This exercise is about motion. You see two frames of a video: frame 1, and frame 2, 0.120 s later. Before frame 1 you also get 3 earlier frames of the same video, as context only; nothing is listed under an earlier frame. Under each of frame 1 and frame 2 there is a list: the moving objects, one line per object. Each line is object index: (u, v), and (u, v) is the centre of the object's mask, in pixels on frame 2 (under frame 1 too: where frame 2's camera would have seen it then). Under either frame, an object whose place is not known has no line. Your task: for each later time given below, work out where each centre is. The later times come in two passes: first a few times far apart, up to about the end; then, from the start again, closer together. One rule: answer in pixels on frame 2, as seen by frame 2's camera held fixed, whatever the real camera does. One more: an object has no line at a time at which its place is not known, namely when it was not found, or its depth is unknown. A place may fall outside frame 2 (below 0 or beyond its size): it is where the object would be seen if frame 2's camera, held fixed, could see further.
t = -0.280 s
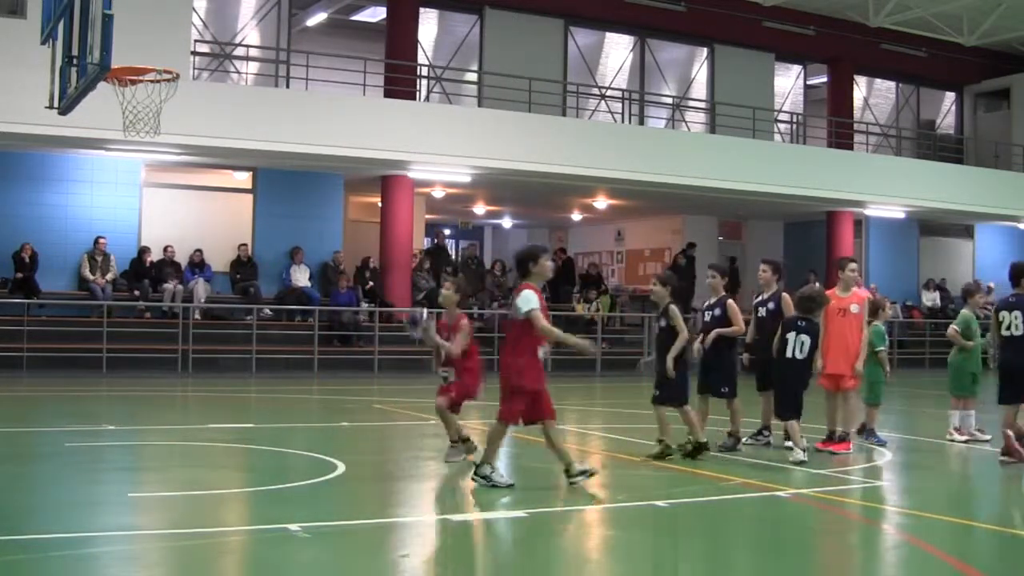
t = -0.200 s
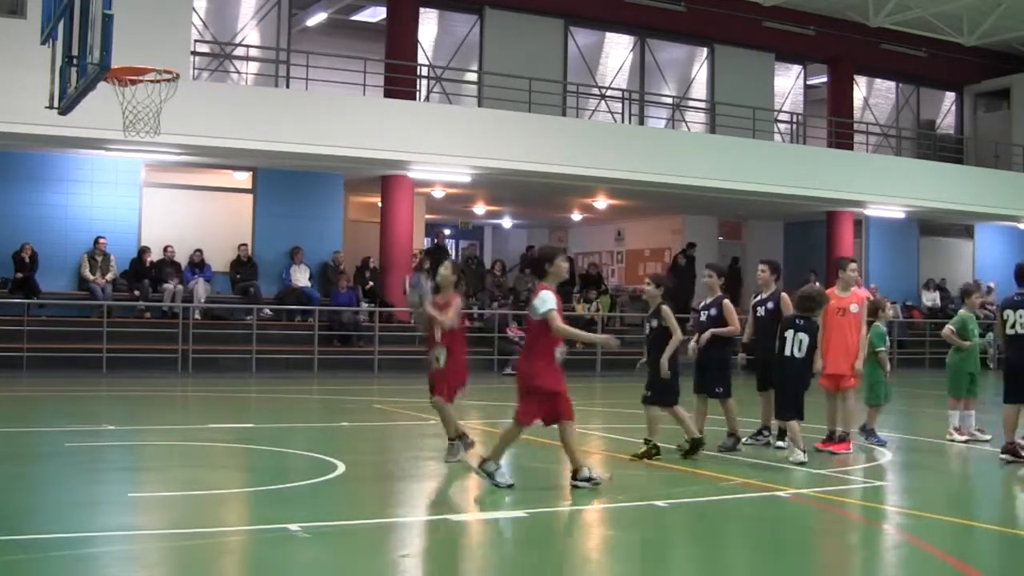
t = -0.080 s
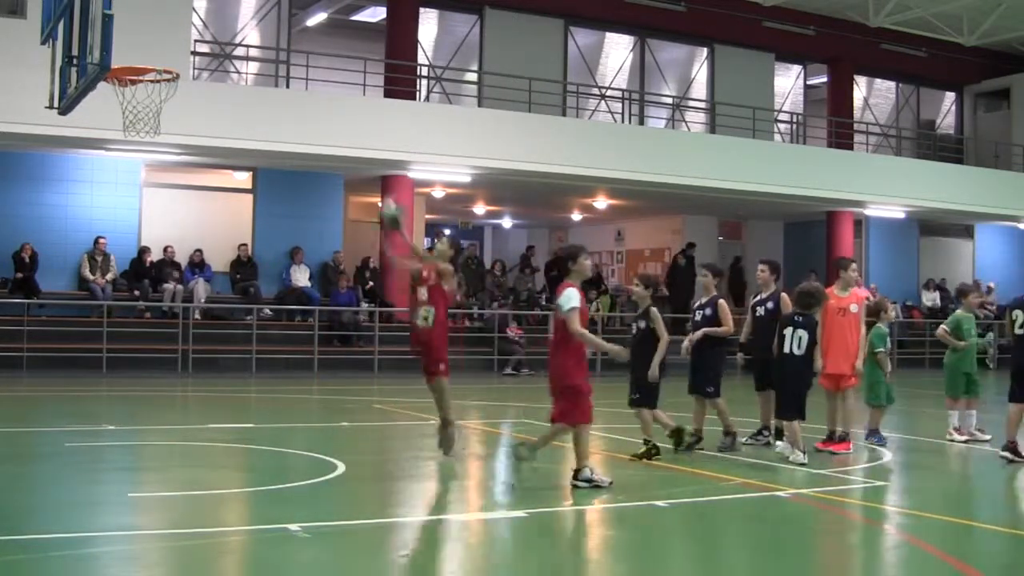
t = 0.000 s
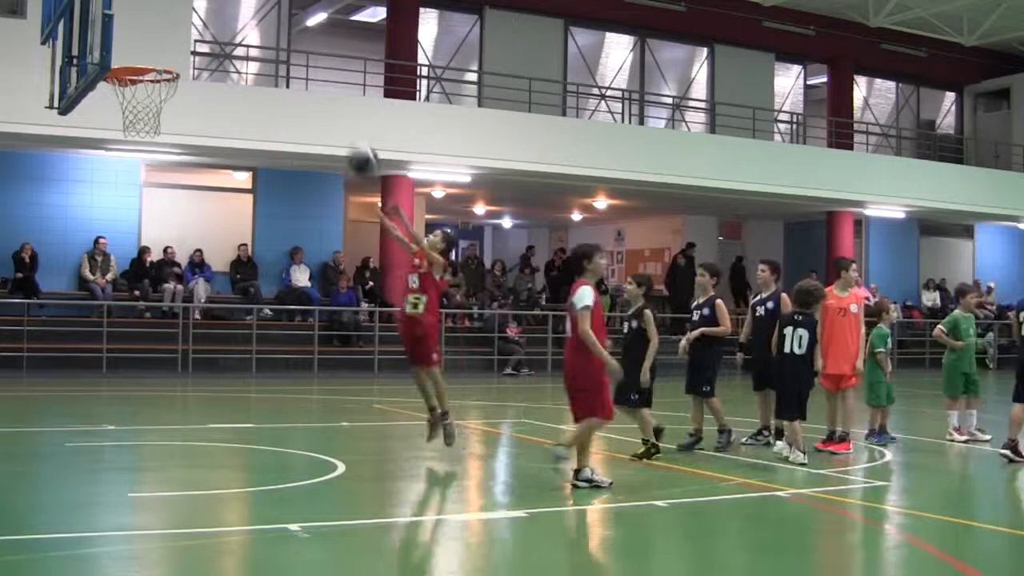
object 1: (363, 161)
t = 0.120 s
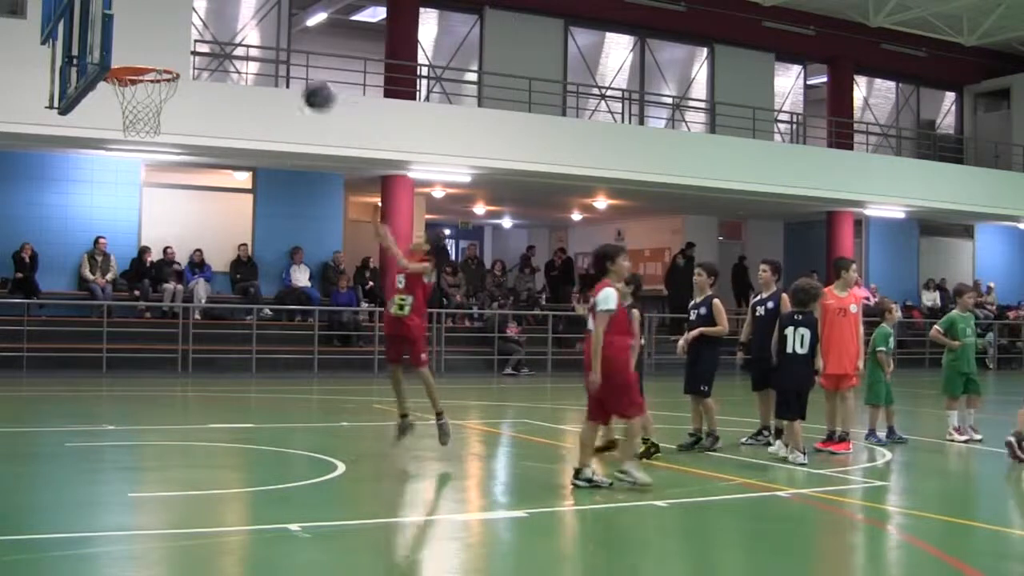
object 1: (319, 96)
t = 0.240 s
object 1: (272, 52)
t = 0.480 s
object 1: (176, 14)
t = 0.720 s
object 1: (128, 55)
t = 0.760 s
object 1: (140, 59)
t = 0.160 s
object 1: (304, 78)
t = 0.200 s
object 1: (287, 64)
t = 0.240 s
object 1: (272, 52)
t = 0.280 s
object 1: (255, 38)
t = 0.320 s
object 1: (240, 27)
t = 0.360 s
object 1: (225, 21)
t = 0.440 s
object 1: (193, 14)
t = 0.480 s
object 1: (176, 14)
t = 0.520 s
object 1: (161, 15)
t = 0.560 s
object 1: (143, 18)
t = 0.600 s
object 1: (128, 25)
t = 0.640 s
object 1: (119, 34)
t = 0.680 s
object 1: (121, 46)
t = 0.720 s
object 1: (128, 55)
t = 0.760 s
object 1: (140, 59)
